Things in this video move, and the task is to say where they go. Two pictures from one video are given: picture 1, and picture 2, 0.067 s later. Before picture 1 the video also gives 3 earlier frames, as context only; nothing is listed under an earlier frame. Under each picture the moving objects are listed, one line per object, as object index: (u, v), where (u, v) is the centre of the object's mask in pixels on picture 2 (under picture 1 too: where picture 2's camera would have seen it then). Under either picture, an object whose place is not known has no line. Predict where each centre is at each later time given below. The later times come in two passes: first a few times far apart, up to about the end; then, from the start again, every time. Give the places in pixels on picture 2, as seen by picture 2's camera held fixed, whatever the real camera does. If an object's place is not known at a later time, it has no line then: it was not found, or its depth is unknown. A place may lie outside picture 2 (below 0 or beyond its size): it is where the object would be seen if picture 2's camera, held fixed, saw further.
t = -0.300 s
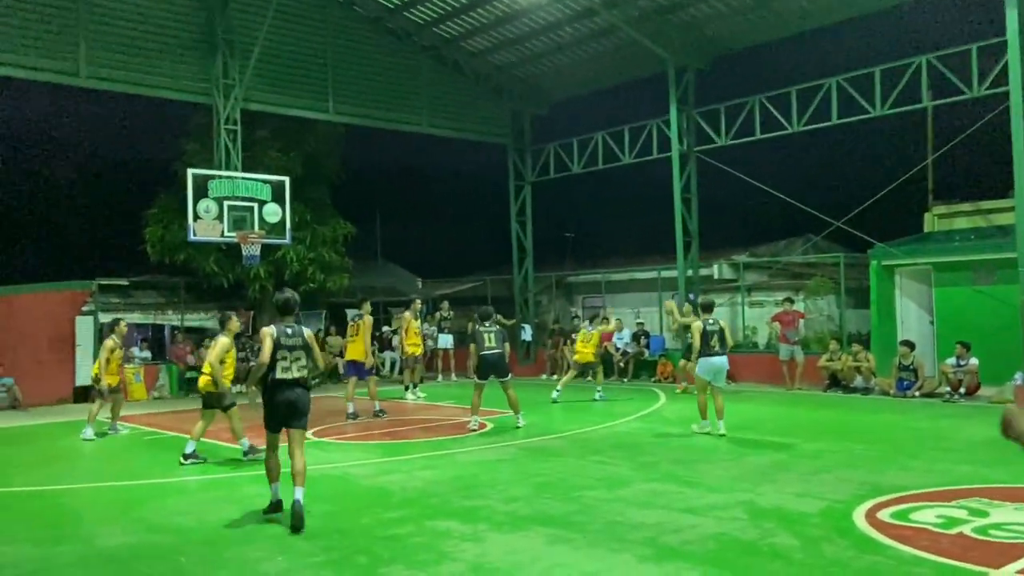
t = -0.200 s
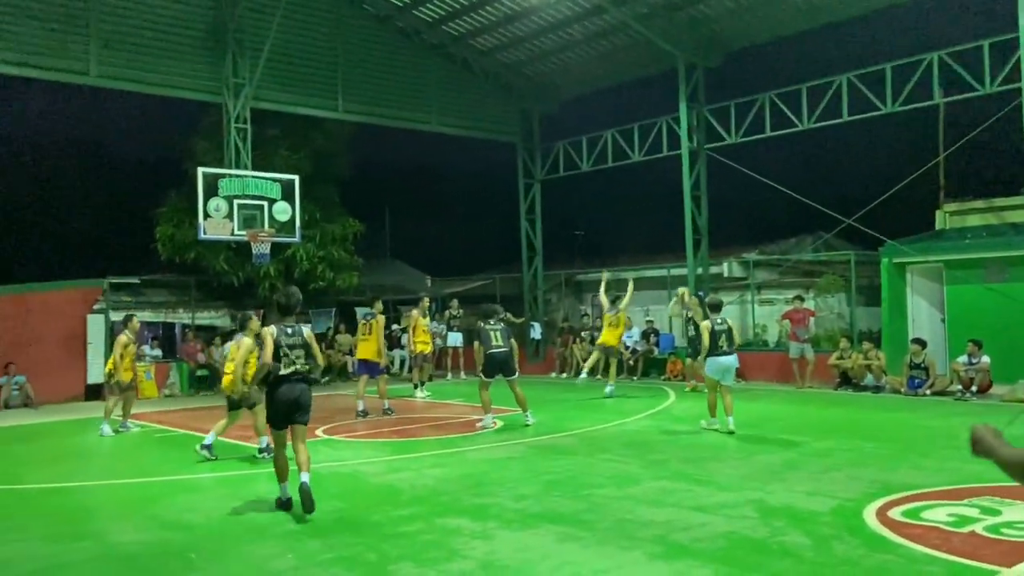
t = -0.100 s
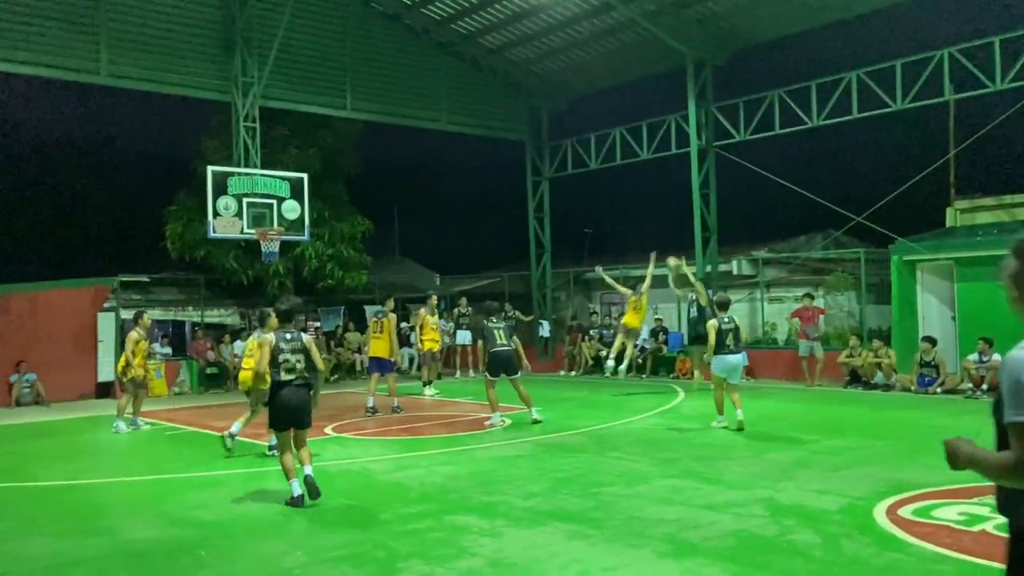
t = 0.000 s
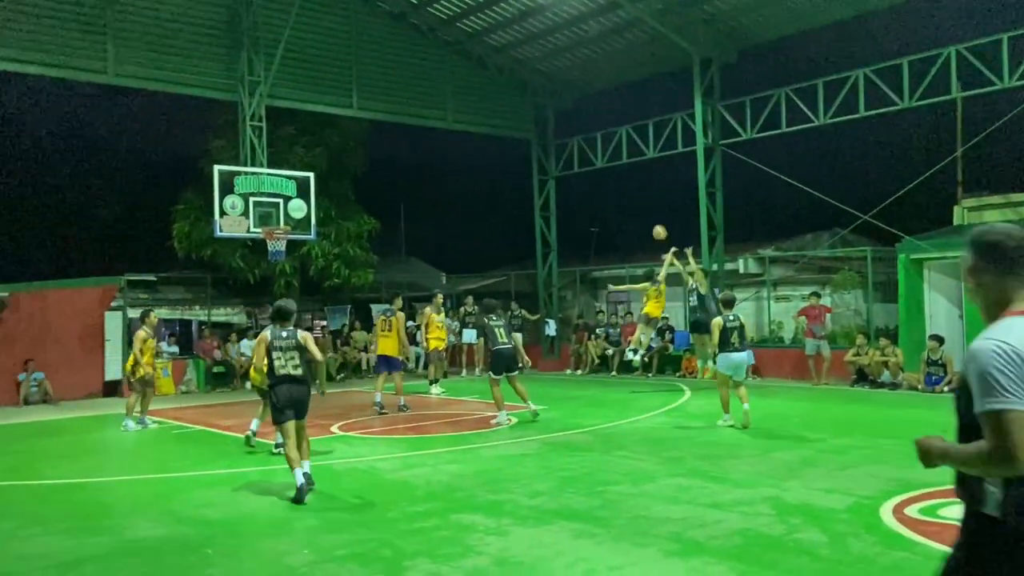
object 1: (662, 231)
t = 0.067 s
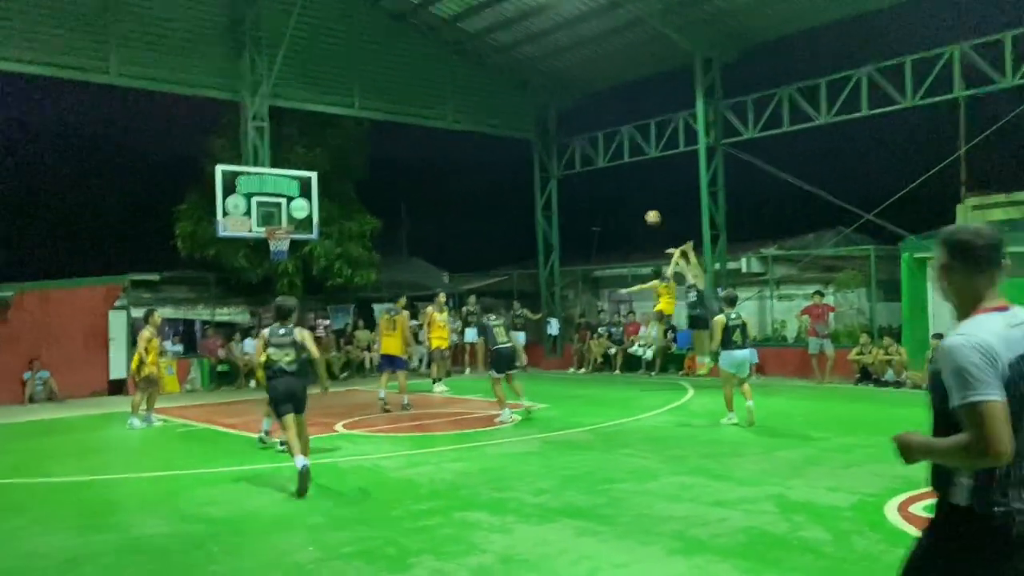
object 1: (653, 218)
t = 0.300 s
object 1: (624, 188)
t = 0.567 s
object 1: (594, 190)
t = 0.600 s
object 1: (591, 193)
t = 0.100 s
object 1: (649, 211)
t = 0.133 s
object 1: (645, 205)
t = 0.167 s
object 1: (641, 201)
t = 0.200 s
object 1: (636, 196)
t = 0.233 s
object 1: (633, 193)
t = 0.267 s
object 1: (629, 191)
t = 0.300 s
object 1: (624, 188)
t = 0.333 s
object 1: (621, 186)
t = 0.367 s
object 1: (616, 185)
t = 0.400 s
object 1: (612, 184)
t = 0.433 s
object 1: (609, 185)
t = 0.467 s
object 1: (605, 185)
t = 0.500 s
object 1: (601, 187)
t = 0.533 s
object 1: (597, 188)
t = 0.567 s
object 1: (594, 190)
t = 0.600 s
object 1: (591, 193)
